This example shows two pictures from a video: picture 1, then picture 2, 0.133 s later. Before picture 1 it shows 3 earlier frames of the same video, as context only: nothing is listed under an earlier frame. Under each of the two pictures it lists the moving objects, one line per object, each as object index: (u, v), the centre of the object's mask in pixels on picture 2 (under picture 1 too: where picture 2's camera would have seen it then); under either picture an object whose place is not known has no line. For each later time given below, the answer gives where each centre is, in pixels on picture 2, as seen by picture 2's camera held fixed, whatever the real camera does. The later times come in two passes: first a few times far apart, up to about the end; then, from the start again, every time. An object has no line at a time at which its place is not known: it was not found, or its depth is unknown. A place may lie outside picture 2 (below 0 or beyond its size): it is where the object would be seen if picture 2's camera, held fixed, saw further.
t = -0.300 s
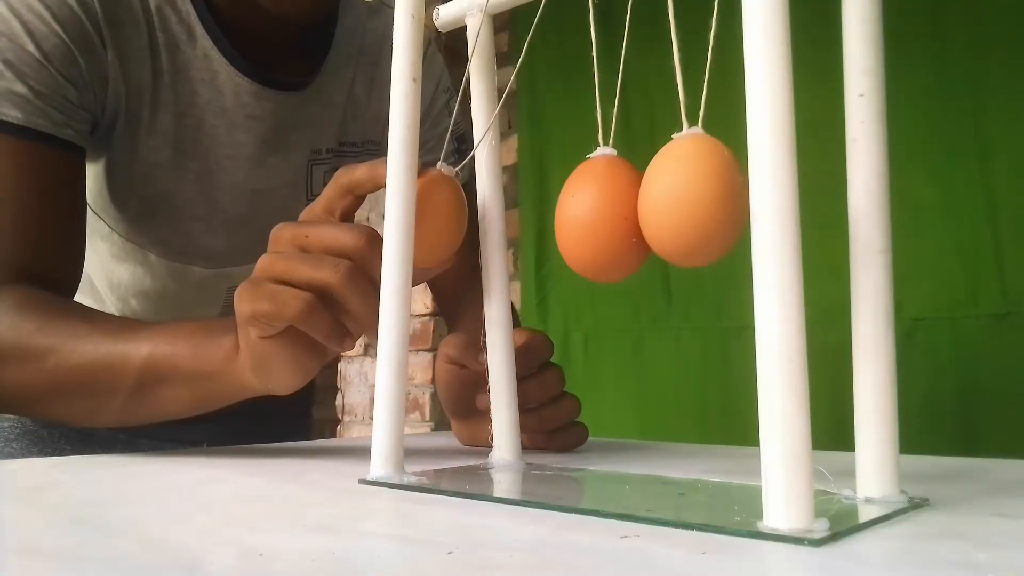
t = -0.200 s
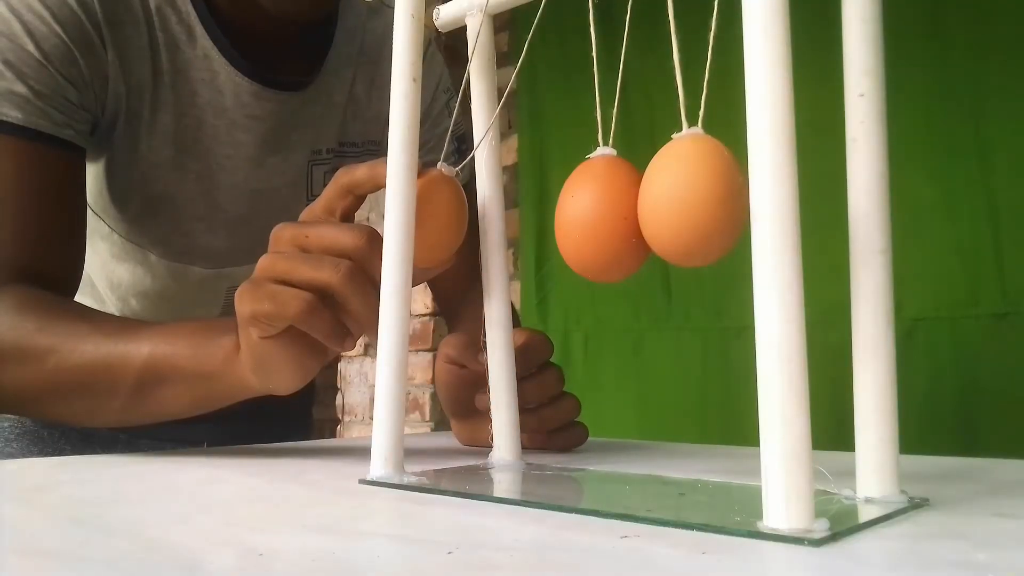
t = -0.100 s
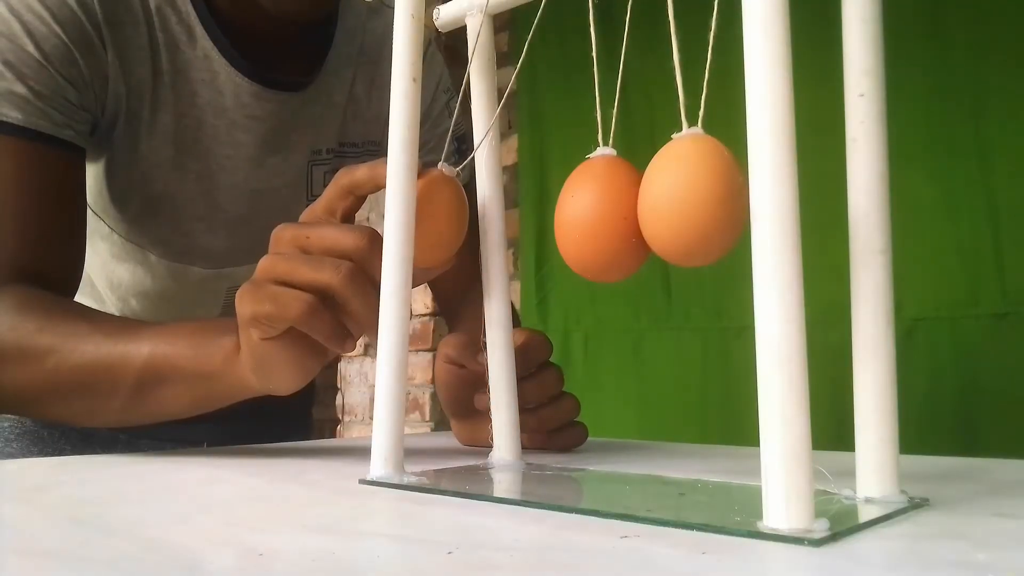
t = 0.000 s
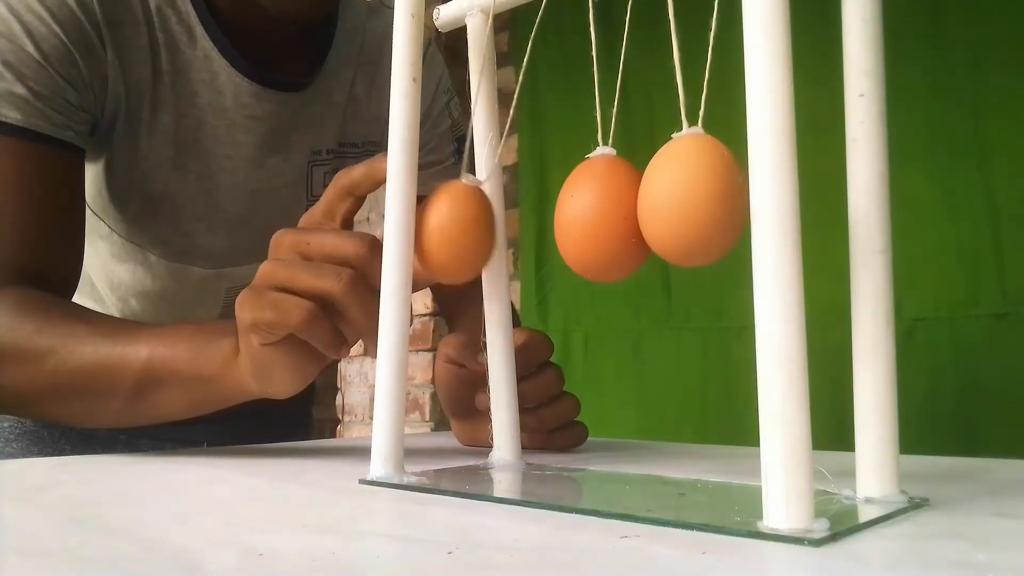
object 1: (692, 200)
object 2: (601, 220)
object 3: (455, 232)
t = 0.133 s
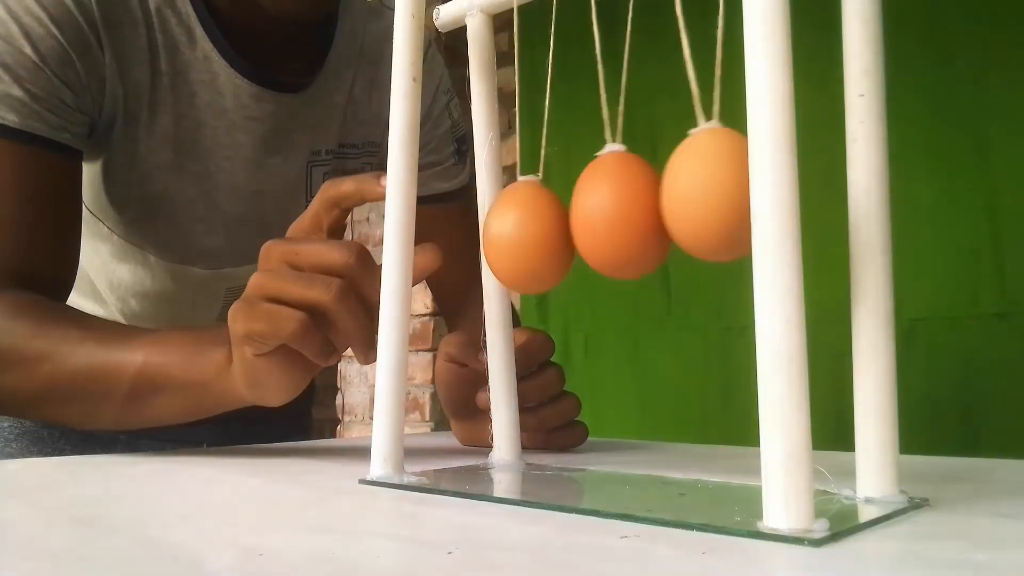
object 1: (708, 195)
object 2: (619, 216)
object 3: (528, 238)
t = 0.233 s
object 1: (734, 177)
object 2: (661, 204)
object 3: (533, 239)
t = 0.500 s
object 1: (689, 200)
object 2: (593, 220)
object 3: (510, 242)
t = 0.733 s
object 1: (671, 203)
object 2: (564, 222)
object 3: (484, 241)
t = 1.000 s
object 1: (722, 186)
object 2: (644, 209)
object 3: (554, 236)
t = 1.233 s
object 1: (700, 199)
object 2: (607, 219)
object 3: (530, 241)
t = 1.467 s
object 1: (657, 206)
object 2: (565, 222)
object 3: (486, 241)
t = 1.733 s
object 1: (713, 192)
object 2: (631, 214)
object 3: (550, 238)
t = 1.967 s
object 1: (707, 196)
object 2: (619, 217)
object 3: (542, 239)
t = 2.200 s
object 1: (653, 206)
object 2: (566, 223)
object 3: (490, 242)
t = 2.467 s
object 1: (705, 196)
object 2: (617, 217)
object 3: (541, 239)
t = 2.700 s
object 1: (712, 193)
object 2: (628, 214)
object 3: (552, 238)
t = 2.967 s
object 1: (655, 206)
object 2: (567, 223)
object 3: (492, 242)
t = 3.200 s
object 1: (696, 200)
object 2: (605, 219)
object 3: (529, 241)
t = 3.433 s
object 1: (715, 191)
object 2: (634, 213)
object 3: (557, 236)
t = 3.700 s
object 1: (662, 204)
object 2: (573, 223)
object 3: (497, 243)
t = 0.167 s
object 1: (720, 187)
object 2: (636, 213)
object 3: (529, 238)
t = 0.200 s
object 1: (728, 179)
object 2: (651, 208)
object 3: (530, 238)
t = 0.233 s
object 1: (734, 177)
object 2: (661, 204)
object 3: (533, 239)
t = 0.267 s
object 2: (668, 201)
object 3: (536, 240)
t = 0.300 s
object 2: (667, 202)
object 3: (538, 240)
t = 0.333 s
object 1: (733, 180)
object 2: (660, 205)
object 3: (539, 240)
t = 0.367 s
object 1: (727, 183)
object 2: (648, 209)
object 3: (539, 240)
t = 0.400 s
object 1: (719, 188)
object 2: (634, 214)
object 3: (537, 240)
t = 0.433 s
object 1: (709, 192)
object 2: (617, 217)
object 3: (532, 240)
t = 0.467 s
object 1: (697, 197)
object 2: (603, 219)
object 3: (524, 241)
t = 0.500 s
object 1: (689, 200)
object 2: (593, 220)
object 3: (510, 242)
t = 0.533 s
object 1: (687, 202)
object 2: (583, 221)
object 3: (499, 242)
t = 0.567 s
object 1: (684, 203)
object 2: (573, 222)
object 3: (490, 241)
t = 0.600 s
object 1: (680, 204)
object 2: (565, 222)
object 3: (483, 241)
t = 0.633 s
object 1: (676, 204)
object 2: (561, 222)
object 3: (479, 241)
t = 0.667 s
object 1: (672, 204)
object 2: (559, 222)
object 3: (477, 241)
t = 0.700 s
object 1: (670, 204)
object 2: (560, 222)
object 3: (479, 241)
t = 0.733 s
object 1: (671, 203)
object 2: (564, 222)
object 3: (484, 241)
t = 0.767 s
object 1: (675, 203)
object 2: (572, 222)
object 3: (492, 242)
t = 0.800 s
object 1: (680, 203)
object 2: (582, 222)
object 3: (502, 242)
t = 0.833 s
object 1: (685, 202)
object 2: (593, 221)
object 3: (515, 242)
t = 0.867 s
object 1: (697, 200)
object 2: (603, 220)
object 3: (525, 242)
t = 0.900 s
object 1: (707, 196)
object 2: (616, 217)
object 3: (535, 240)
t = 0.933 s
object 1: (713, 192)
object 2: (628, 215)
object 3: (542, 239)
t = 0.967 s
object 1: (718, 189)
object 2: (637, 212)
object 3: (549, 238)
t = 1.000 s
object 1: (722, 186)
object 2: (644, 209)
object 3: (554, 236)
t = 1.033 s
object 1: (723, 185)
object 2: (648, 208)
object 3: (557, 236)
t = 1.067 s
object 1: (724, 185)
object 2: (648, 208)
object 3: (558, 236)
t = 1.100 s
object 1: (723, 186)
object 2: (645, 209)
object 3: (557, 236)
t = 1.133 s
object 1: (719, 189)
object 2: (638, 212)
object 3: (554, 237)
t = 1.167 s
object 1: (714, 192)
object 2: (629, 215)
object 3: (548, 239)
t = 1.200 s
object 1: (707, 196)
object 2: (618, 217)
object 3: (540, 239)
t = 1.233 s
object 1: (700, 199)
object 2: (607, 219)
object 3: (530, 241)
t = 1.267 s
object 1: (691, 201)
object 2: (596, 220)
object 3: (518, 242)
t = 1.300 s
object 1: (682, 202)
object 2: (586, 221)
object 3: (508, 242)
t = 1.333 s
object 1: (673, 203)
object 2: (577, 222)
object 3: (498, 243)
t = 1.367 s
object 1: (666, 204)
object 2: (570, 222)
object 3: (492, 242)
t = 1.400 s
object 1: (661, 205)
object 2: (566, 222)
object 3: (487, 241)
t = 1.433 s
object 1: (657, 205)
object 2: (565, 223)
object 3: (486, 241)
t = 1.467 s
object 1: (657, 206)
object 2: (565, 222)
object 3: (486, 241)
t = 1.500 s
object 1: (659, 205)
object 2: (569, 223)
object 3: (490, 242)
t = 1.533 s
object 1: (663, 205)
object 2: (574, 222)
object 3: (496, 242)
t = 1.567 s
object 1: (671, 204)
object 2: (581, 222)
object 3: (503, 242)
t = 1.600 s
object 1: (682, 203)
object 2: (589, 221)
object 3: (513, 242)
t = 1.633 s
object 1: (694, 200)
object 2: (600, 220)
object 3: (523, 241)
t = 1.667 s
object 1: (702, 198)
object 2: (611, 218)
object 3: (533, 241)
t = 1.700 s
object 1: (708, 195)
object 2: (622, 216)
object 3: (542, 239)
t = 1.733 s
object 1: (713, 192)
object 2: (631, 214)
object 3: (550, 238)
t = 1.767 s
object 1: (717, 190)
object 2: (637, 212)
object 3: (556, 236)
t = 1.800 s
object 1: (719, 188)
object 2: (641, 211)
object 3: (561, 235)
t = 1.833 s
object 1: (720, 188)
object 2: (642, 210)
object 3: (562, 235)
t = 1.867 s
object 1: (719, 189)
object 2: (639, 211)
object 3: (561, 235)
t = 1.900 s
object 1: (716, 191)
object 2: (635, 213)
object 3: (558, 236)
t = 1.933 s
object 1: (712, 193)
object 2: (628, 214)
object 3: (551, 238)
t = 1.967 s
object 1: (707, 196)
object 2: (619, 217)
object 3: (542, 239)
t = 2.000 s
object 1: (701, 198)
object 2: (610, 219)
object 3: (532, 241)
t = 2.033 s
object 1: (691, 201)
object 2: (599, 220)
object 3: (522, 241)
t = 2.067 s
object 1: (680, 202)
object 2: (589, 222)
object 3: (512, 242)
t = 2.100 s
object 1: (670, 204)
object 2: (581, 222)
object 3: (504, 242)
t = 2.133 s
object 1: (662, 205)
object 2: (573, 223)
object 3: (497, 242)
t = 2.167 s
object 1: (656, 205)
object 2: (568, 223)
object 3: (492, 242)
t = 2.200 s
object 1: (653, 206)
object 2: (566, 223)
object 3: (490, 242)
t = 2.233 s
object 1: (653, 206)
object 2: (566, 223)
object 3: (490, 242)
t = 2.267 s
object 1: (656, 206)
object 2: (568, 223)
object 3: (492, 242)
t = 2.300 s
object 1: (661, 205)
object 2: (573, 223)
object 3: (497, 242)
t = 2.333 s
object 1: (668, 204)
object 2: (579, 222)
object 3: (504, 243)
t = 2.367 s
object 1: (678, 203)
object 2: (588, 221)
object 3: (513, 243)
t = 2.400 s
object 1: (688, 201)
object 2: (597, 221)
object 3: (522, 241)
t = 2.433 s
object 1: (698, 199)
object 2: (607, 219)
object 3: (532, 241)
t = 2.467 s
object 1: (705, 196)
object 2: (617, 217)
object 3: (541, 239)
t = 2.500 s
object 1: (711, 194)
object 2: (626, 215)
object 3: (549, 238)
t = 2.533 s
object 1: (715, 192)
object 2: (633, 213)
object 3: (556, 237)
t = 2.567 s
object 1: (717, 190)
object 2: (637, 212)
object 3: (560, 235)
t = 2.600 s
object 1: (718, 189)
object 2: (639, 211)
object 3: (562, 235)
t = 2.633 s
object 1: (718, 190)
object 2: (638, 211)
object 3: (561, 235)
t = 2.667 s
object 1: (716, 191)
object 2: (634, 213)
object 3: (557, 236)
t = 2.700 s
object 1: (712, 193)
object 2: (628, 214)
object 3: (552, 238)
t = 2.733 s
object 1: (708, 196)
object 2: (620, 216)
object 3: (544, 240)
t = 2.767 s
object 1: (701, 198)
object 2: (611, 218)
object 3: (534, 241)
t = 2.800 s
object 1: (693, 200)
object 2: (601, 220)
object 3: (525, 242)
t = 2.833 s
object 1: (682, 203)
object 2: (591, 221)
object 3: (516, 242)
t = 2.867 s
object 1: (672, 204)
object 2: (583, 222)
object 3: (507, 243)
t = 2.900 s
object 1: (664, 205)
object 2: (575, 223)
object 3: (500, 243)
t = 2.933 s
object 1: (658, 206)
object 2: (570, 223)
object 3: (495, 243)
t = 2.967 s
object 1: (655, 206)
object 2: (567, 223)
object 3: (492, 242)
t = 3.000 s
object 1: (654, 206)
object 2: (567, 223)
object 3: (491, 242)
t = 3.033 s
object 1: (656, 206)
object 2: (569, 223)
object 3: (493, 243)
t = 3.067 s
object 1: (660, 206)
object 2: (573, 223)
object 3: (497, 242)
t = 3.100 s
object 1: (667, 205)
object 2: (579, 223)
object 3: (503, 243)
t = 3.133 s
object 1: (676, 204)
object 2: (587, 222)
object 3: (511, 242)
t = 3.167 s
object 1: (686, 202)
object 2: (596, 221)
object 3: (519, 242)
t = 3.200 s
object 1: (696, 200)
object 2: (605, 219)
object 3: (529, 241)
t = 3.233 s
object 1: (703, 197)
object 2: (615, 218)
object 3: (538, 240)
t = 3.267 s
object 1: (709, 195)
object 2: (623, 216)
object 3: (546, 239)
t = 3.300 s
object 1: (713, 193)
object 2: (630, 214)
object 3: (553, 237)
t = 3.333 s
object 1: (716, 191)
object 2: (635, 212)
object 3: (558, 236)
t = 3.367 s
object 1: (717, 190)
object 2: (637, 212)
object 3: (560, 236)
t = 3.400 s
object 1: (717, 190)
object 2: (637, 212)
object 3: (560, 236)
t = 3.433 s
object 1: (715, 191)
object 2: (634, 213)
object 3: (557, 236)
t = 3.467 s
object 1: (712, 193)
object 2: (629, 214)
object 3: (552, 238)
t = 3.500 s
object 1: (708, 195)
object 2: (621, 216)
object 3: (544, 239)
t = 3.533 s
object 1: (702, 197)
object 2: (612, 218)
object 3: (536, 240)
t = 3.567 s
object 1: (695, 200)
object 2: (603, 219)
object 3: (527, 241)
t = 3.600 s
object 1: (685, 202)
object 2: (594, 221)
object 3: (518, 242)
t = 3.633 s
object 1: (676, 203)
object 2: (586, 222)
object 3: (509, 242)
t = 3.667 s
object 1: (668, 204)
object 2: (579, 223)
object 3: (502, 242)
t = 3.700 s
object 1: (662, 204)
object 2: (573, 223)
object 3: (497, 243)
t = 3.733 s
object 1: (658, 206)
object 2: (570, 223)
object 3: (493, 242)
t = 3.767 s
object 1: (657, 205)
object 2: (569, 223)
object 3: (492, 242)
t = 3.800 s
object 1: (658, 205)
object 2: (570, 223)
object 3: (493, 242)
